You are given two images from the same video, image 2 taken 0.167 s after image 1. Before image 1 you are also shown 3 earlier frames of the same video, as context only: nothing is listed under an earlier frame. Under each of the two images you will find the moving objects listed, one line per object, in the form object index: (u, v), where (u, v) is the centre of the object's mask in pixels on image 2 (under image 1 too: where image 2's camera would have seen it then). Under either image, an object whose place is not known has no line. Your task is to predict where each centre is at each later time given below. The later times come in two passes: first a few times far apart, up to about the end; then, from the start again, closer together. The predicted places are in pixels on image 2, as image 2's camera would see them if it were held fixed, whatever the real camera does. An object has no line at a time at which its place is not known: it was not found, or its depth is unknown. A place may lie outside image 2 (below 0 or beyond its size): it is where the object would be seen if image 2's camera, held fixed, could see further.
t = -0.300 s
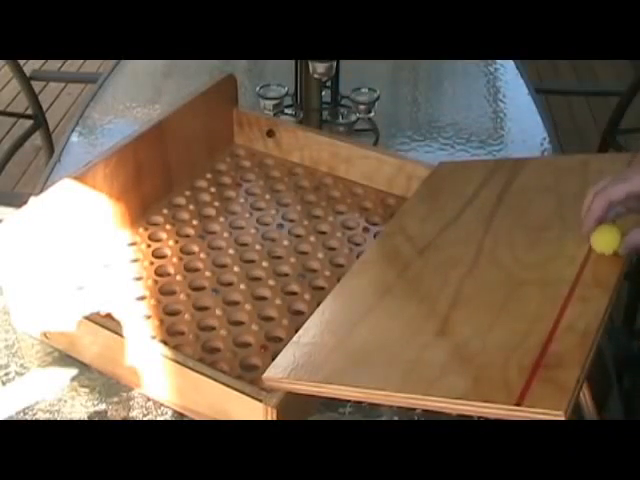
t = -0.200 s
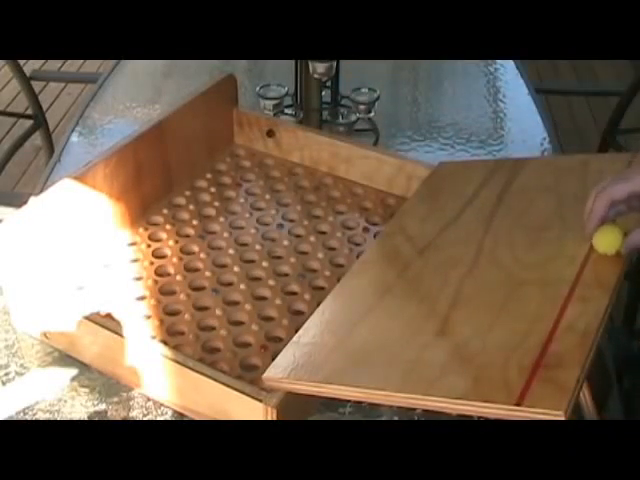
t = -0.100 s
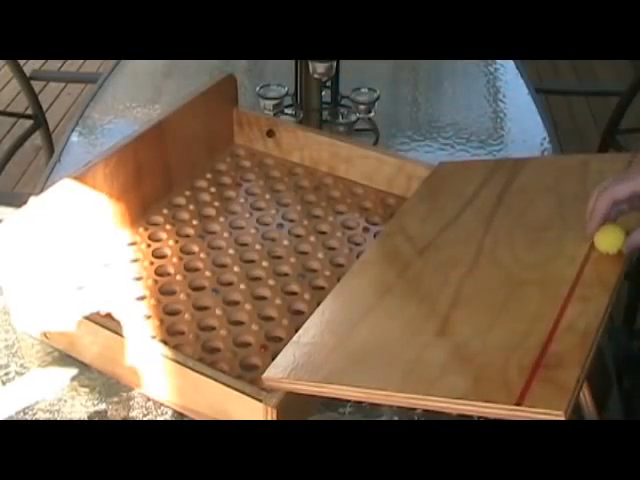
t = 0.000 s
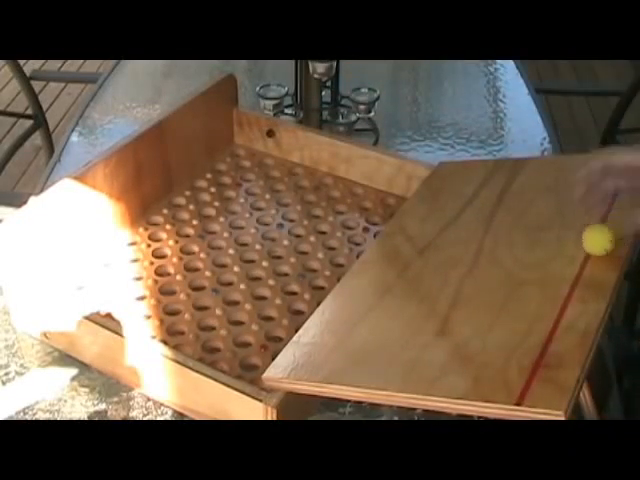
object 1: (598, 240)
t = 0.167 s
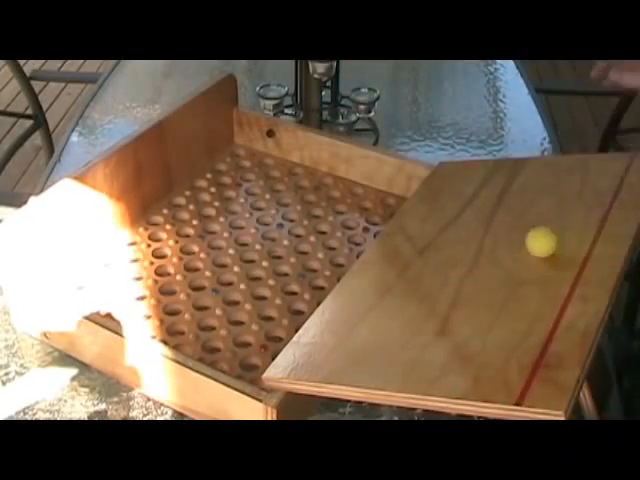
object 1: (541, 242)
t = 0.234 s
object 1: (508, 242)
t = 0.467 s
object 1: (355, 246)
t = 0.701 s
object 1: (214, 202)
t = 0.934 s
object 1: (120, 213)
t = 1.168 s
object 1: (200, 298)
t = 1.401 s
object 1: (219, 341)
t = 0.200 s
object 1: (525, 242)
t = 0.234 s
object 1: (508, 242)
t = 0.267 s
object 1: (488, 243)
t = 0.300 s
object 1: (469, 244)
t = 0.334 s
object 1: (448, 244)
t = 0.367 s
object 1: (426, 244)
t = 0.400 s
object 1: (403, 245)
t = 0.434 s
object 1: (380, 245)
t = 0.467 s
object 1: (355, 246)
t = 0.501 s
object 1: (332, 249)
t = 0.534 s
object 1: (308, 258)
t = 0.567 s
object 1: (287, 273)
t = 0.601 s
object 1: (268, 251)
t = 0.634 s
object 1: (250, 228)
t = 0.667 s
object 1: (232, 213)
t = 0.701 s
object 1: (214, 202)
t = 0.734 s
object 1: (197, 197)
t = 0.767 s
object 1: (181, 199)
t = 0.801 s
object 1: (166, 206)
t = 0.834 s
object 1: (153, 218)
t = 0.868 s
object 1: (140, 235)
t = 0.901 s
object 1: (118, 216)
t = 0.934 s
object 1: (120, 213)
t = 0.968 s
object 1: (130, 214)
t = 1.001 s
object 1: (140, 220)
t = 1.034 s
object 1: (153, 233)
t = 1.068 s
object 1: (166, 252)
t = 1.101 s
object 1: (179, 276)
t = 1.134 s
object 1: (191, 290)
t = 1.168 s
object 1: (200, 298)
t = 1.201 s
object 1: (211, 311)
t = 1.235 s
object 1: (222, 331)
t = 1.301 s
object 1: (223, 325)
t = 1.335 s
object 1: (221, 325)
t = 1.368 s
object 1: (219, 330)
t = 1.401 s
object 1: (219, 341)
